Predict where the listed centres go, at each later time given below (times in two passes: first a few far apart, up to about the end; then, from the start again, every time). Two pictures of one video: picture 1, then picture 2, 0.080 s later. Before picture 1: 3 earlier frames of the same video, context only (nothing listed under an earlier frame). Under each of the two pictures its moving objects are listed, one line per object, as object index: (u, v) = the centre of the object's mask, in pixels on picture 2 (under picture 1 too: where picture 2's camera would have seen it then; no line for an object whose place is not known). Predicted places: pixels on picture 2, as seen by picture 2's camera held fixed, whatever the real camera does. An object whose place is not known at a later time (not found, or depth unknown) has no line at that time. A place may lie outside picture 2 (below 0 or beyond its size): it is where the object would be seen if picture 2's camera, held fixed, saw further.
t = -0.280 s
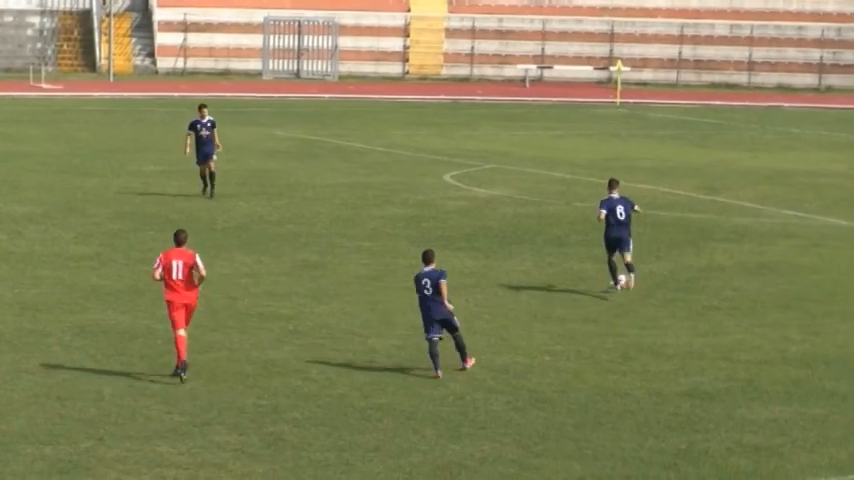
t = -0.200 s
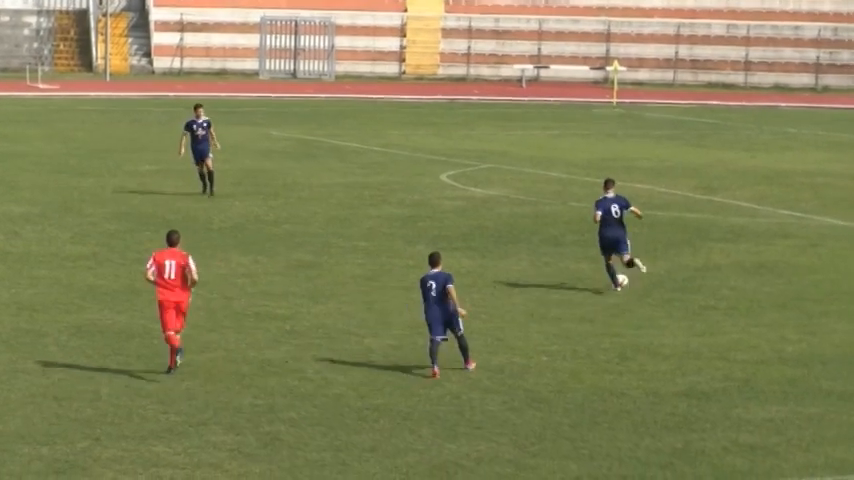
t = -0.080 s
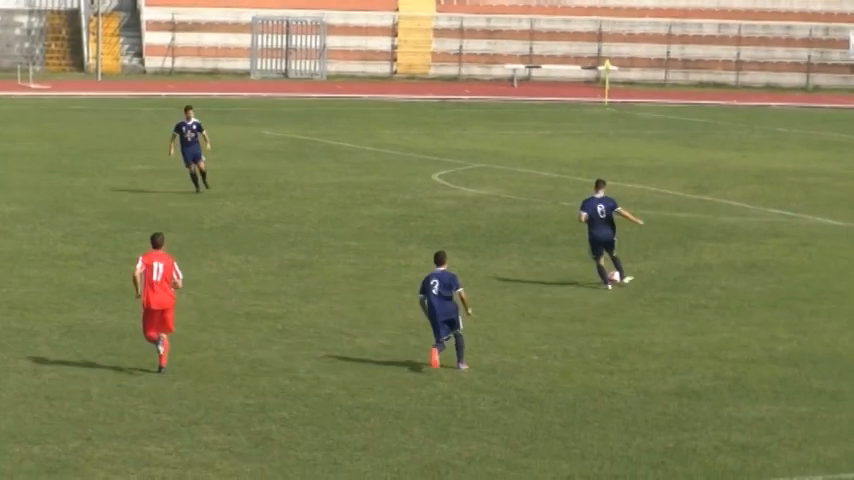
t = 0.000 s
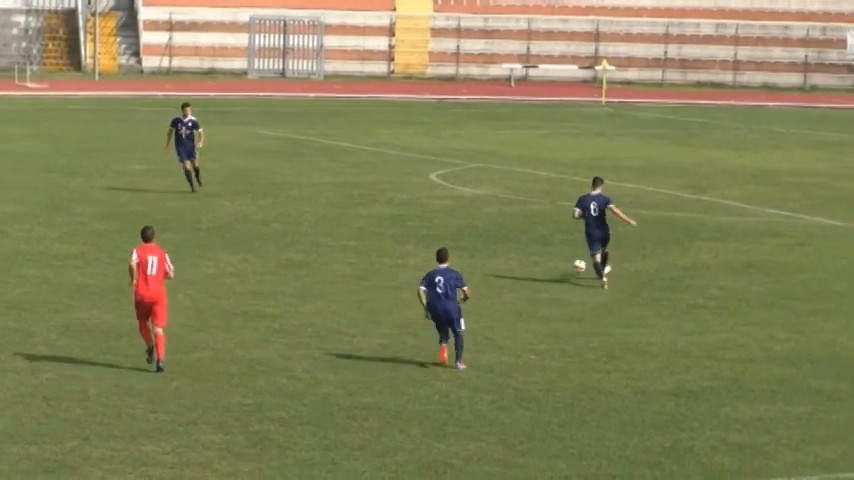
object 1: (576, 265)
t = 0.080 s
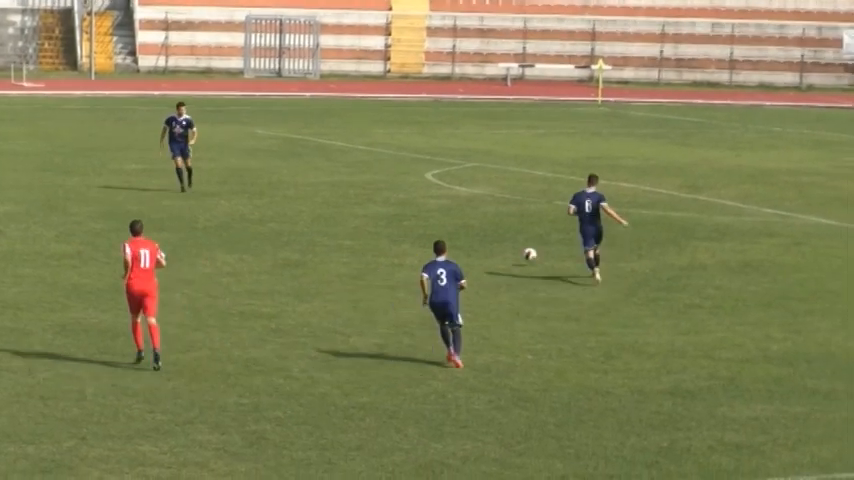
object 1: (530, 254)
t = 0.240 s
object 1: (447, 242)
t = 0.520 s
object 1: (328, 218)
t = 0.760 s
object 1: (255, 204)
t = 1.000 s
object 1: (198, 195)
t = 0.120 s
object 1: (508, 250)
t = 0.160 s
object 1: (485, 246)
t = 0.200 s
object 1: (465, 244)
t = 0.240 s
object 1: (447, 242)
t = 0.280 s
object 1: (427, 236)
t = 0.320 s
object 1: (409, 232)
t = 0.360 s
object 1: (393, 227)
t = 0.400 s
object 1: (375, 224)
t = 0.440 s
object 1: (359, 223)
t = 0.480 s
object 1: (342, 222)
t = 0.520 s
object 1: (328, 218)
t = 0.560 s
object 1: (314, 214)
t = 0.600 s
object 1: (302, 212)
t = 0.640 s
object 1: (289, 210)
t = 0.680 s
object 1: (276, 210)
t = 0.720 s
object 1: (265, 207)
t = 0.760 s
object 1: (255, 204)
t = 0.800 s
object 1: (244, 202)
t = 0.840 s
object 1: (235, 201)
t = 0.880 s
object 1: (225, 200)
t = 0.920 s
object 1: (215, 200)
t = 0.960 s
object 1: (207, 198)
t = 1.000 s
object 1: (198, 195)
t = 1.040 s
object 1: (191, 194)
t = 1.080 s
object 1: (183, 193)
